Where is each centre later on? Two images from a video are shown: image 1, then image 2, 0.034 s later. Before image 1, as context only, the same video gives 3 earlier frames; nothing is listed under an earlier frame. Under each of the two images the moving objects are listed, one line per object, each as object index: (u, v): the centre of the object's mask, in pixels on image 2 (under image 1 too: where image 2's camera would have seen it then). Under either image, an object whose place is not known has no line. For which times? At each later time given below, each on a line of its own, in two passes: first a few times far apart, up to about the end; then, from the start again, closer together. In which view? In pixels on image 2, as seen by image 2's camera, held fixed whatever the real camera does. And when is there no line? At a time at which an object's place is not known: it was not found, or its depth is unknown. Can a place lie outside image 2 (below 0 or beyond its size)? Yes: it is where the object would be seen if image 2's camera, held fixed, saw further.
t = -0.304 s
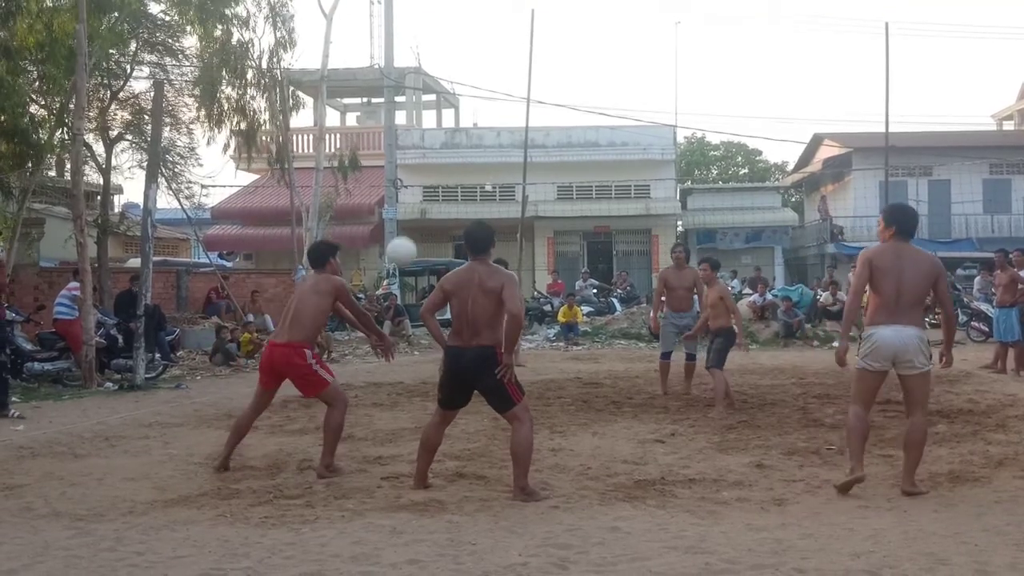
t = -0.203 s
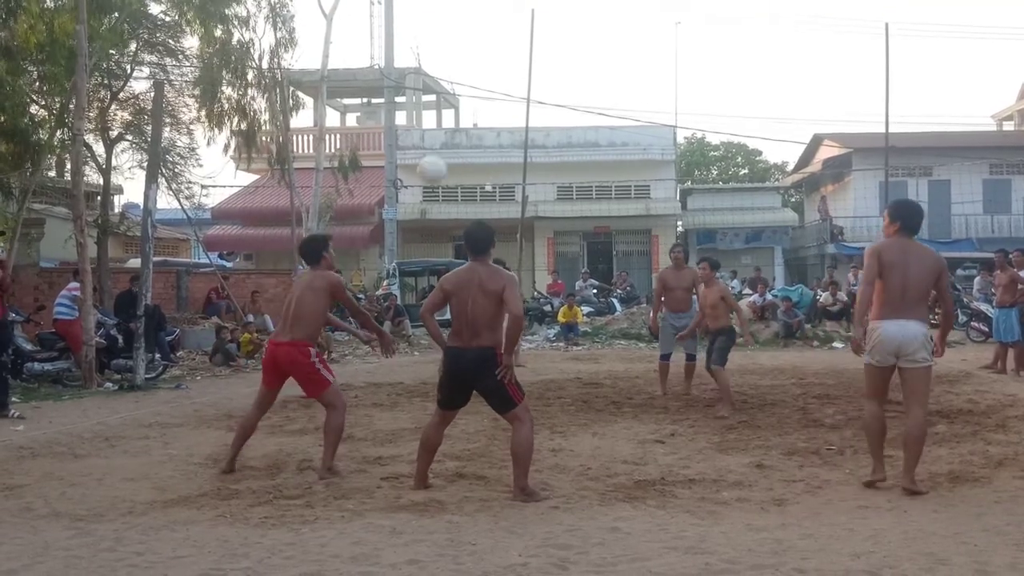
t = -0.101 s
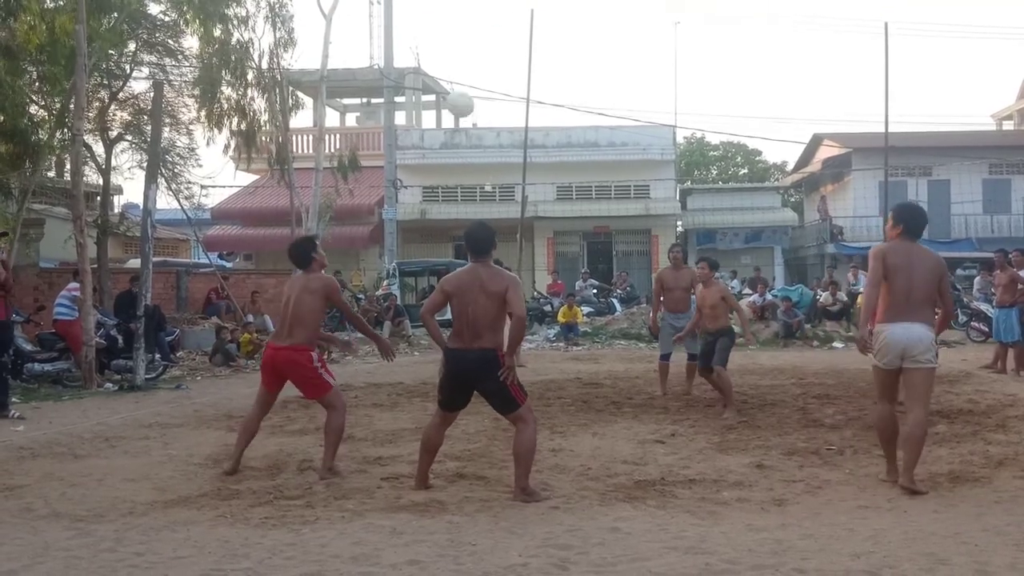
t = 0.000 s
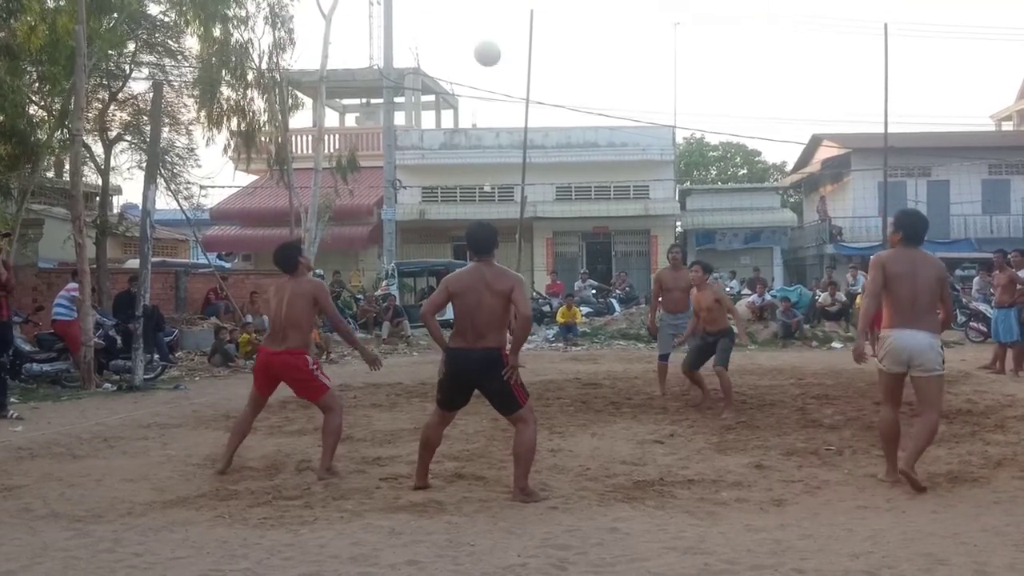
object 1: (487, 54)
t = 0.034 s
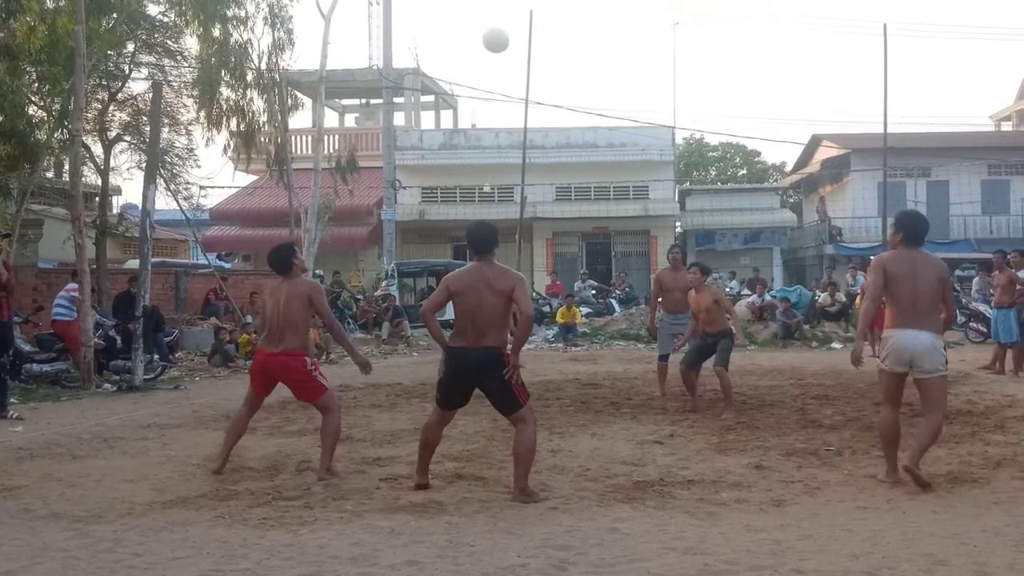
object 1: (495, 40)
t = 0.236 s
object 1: (547, 1)
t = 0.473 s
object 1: (602, 2)
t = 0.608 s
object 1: (631, 26)
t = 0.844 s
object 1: (677, 126)
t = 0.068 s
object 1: (504, 28)
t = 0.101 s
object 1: (513, 17)
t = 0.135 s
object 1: (522, 9)
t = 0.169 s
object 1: (530, 5)
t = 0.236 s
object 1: (547, 1)
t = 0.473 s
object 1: (602, 2)
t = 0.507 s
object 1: (609, 5)
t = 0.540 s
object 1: (617, 9)
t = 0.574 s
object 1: (624, 16)
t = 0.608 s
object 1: (631, 26)
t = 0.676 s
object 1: (645, 49)
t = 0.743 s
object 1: (658, 77)
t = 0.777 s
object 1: (664, 93)
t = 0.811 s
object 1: (671, 110)
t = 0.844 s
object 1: (677, 126)
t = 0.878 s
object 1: (683, 144)
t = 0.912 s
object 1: (689, 165)
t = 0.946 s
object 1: (694, 185)
